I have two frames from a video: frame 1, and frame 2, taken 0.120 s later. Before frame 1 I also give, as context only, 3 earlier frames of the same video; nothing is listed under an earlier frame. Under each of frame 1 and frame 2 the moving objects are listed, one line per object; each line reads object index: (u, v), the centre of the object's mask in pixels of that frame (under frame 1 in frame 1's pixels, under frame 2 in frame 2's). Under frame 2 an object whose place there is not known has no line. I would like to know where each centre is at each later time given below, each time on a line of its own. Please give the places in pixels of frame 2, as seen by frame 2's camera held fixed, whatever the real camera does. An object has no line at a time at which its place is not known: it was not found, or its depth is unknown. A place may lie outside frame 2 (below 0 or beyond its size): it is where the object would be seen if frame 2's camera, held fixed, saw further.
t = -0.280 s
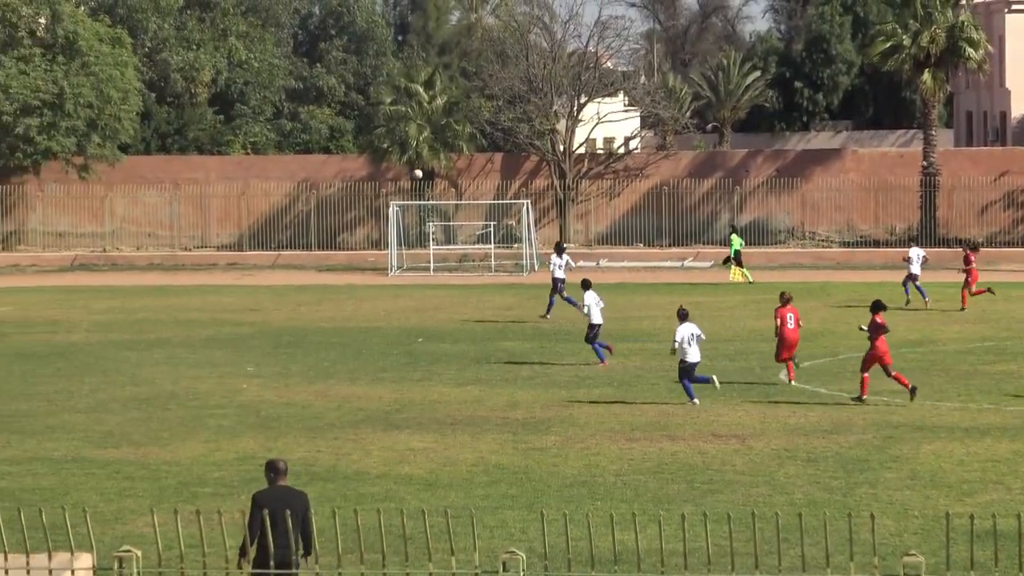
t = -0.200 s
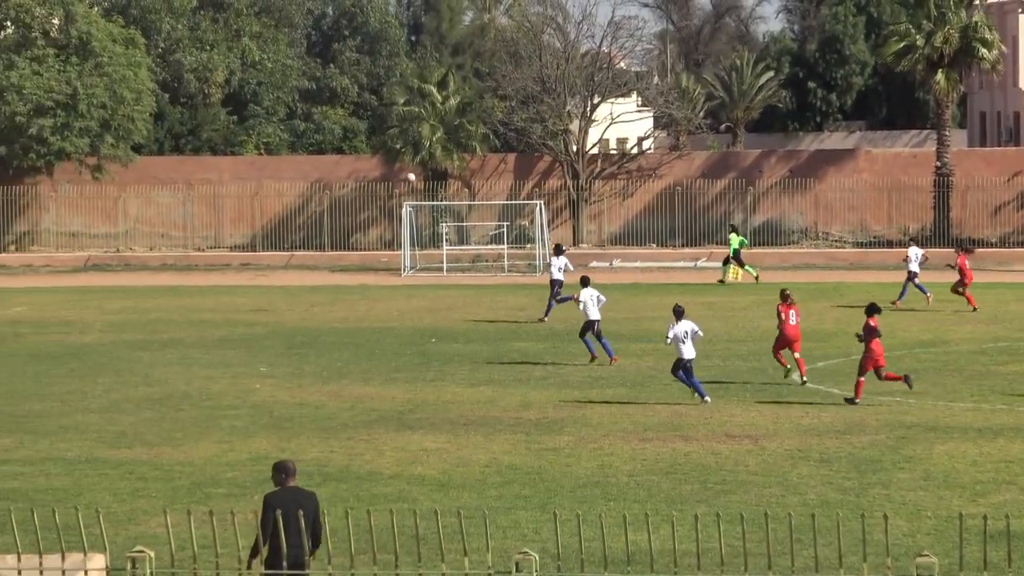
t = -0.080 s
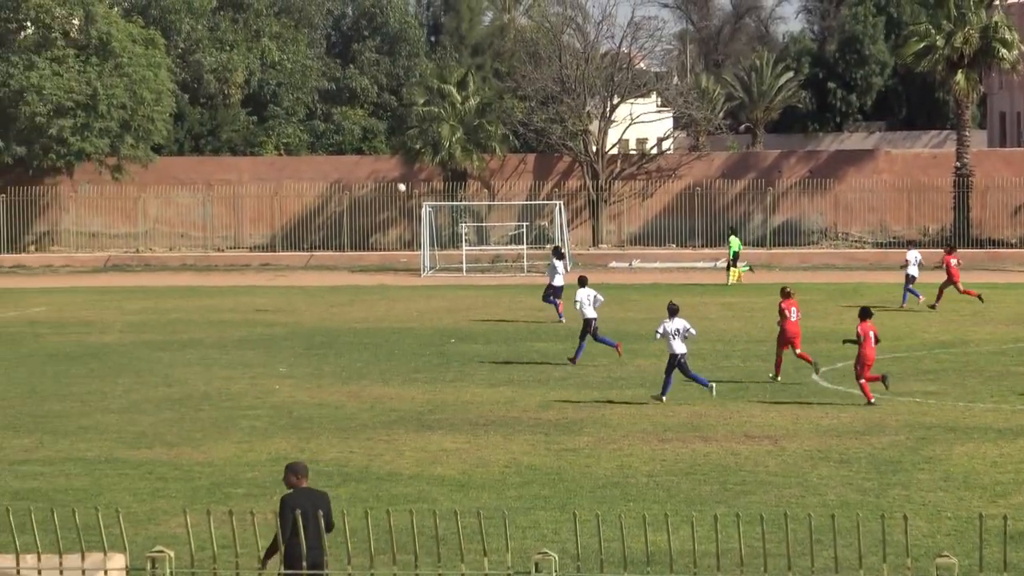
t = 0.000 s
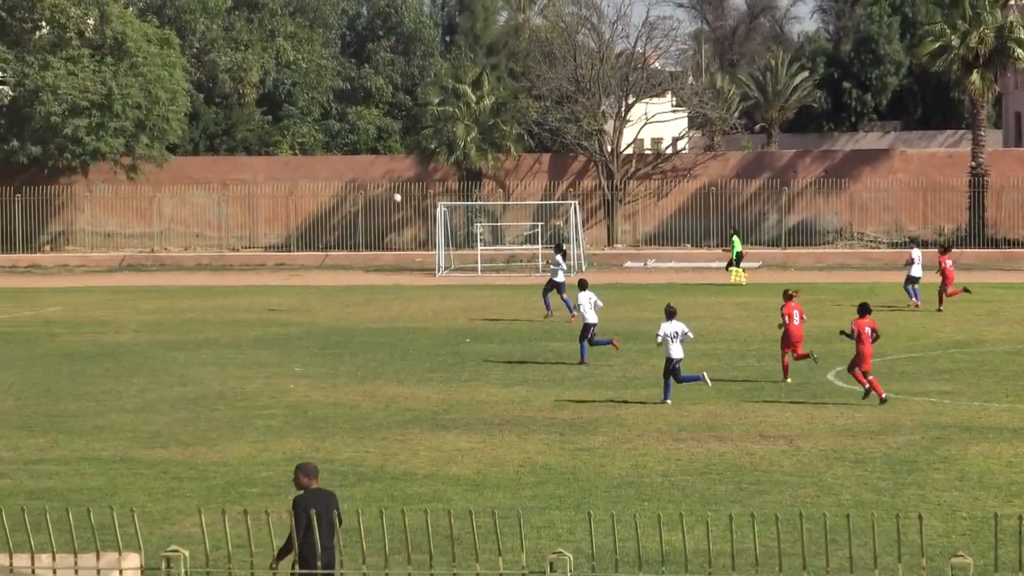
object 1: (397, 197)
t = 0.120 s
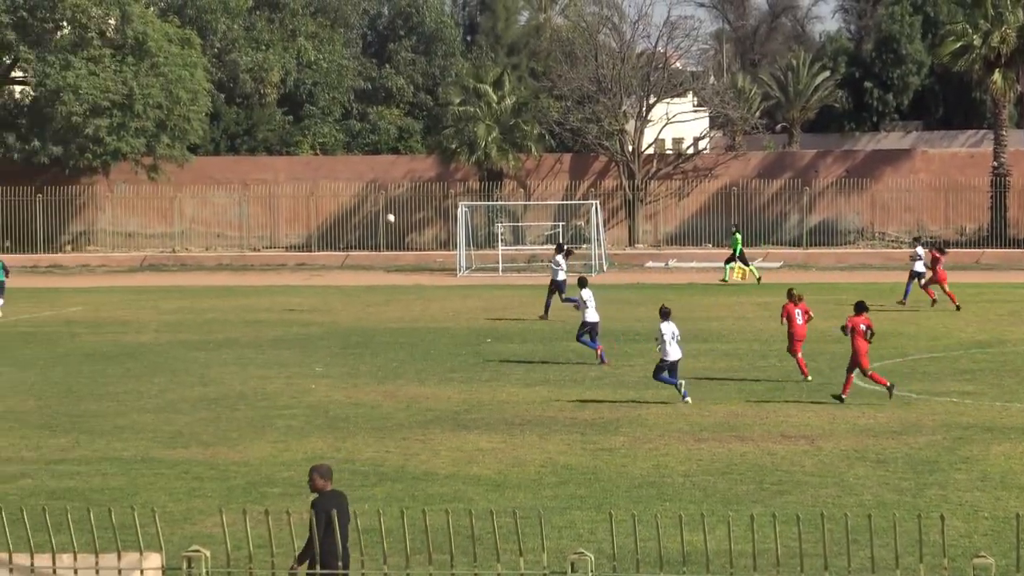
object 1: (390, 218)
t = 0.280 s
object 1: (355, 255)
